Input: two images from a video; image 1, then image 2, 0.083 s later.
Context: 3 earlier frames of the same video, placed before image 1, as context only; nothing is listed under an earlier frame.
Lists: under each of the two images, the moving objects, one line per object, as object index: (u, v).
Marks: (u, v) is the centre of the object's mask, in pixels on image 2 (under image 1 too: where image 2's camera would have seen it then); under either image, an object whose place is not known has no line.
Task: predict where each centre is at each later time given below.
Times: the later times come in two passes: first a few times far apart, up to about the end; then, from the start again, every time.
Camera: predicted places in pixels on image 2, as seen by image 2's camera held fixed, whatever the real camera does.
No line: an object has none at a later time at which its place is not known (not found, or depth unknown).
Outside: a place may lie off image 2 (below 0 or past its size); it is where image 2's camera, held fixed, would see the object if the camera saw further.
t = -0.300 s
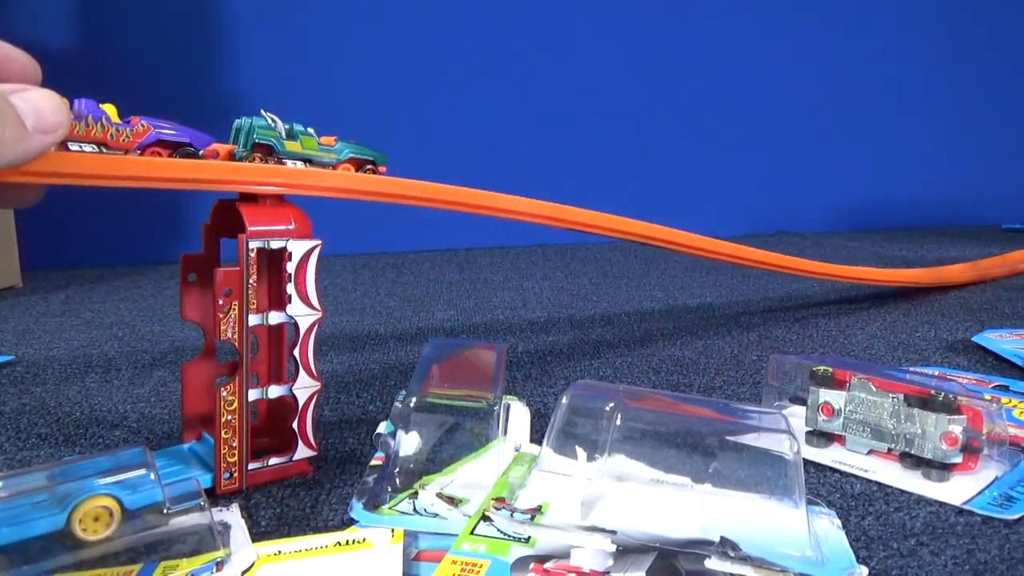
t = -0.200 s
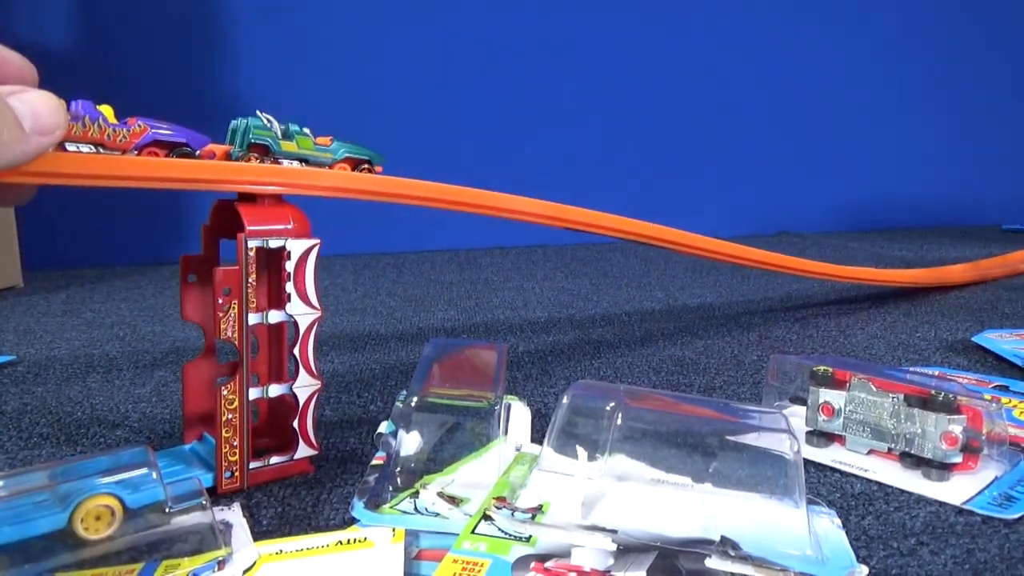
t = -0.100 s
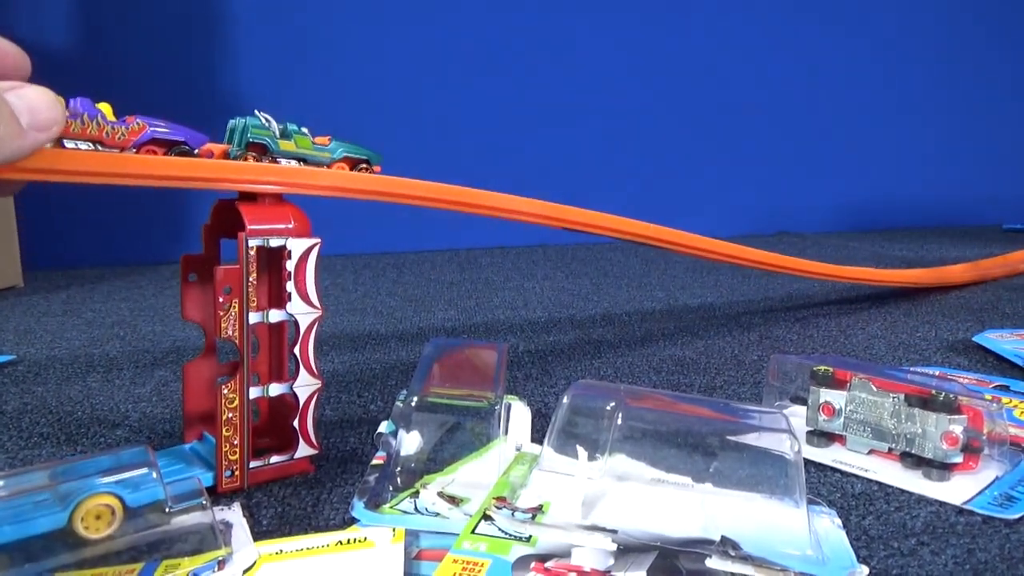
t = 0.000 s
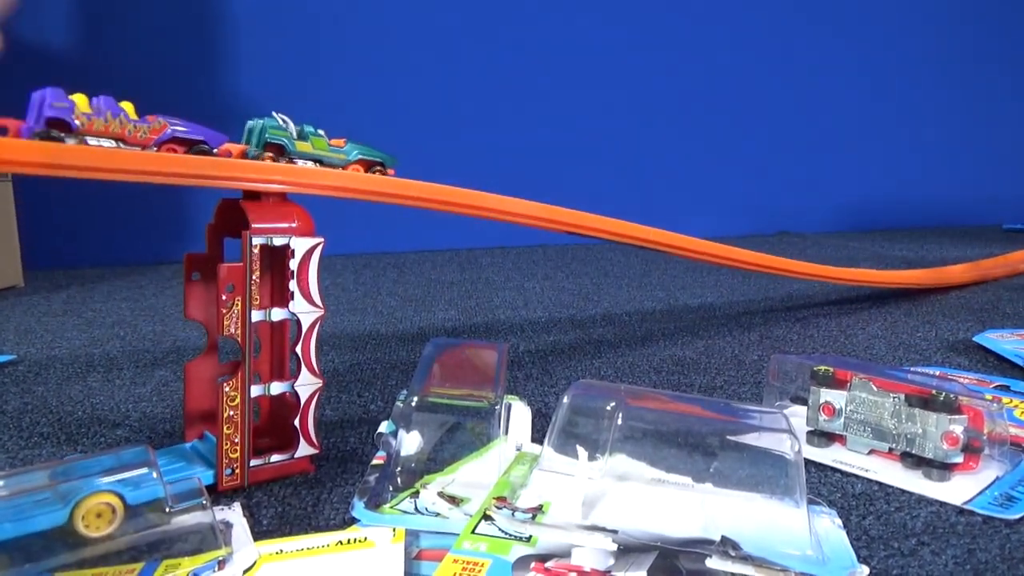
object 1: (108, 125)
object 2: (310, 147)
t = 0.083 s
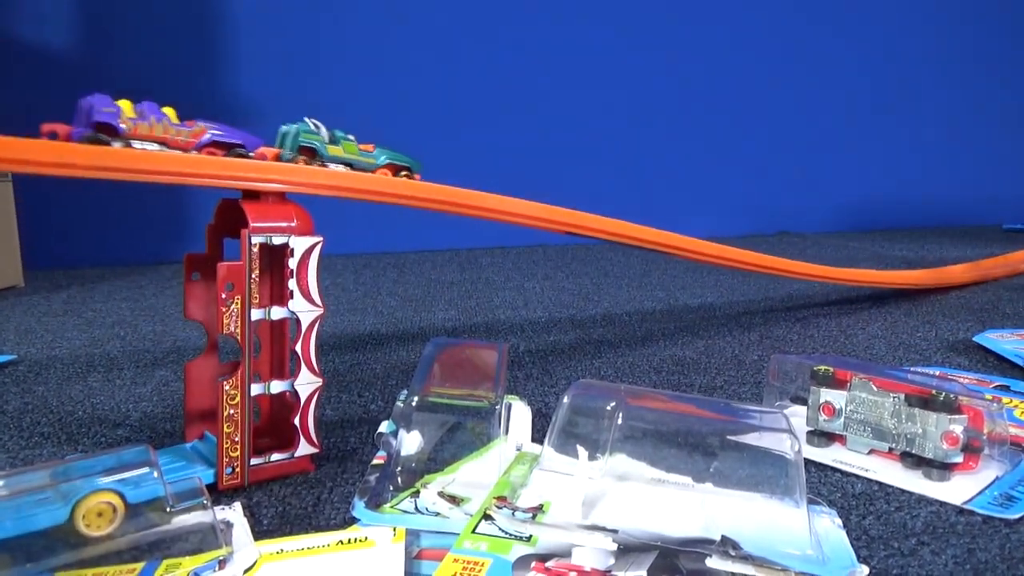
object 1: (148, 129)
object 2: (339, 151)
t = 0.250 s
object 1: (287, 144)
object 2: (440, 169)
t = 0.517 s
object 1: (612, 228)
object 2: (696, 250)
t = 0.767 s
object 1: (879, 277)
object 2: (926, 273)
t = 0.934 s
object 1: (991, 258)
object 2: (1015, 249)
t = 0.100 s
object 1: (159, 130)
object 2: (347, 152)
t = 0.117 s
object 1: (170, 131)
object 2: (355, 153)
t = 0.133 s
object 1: (182, 132)
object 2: (363, 155)
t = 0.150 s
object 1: (195, 133)
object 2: (373, 156)
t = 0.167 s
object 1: (208, 135)
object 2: (382, 158)
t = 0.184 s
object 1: (223, 136)
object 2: (393, 160)
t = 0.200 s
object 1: (239, 138)
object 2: (404, 162)
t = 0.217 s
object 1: (254, 140)
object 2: (415, 164)
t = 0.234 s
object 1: (271, 142)
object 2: (428, 167)
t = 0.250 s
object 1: (287, 144)
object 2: (440, 169)
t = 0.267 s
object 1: (305, 147)
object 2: (454, 172)
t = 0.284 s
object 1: (323, 149)
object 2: (468, 176)
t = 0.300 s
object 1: (342, 152)
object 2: (483, 180)
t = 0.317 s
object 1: (360, 156)
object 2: (497, 183)
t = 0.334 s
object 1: (380, 159)
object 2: (511, 188)
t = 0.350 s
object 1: (400, 164)
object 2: (527, 192)
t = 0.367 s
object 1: (421, 169)
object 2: (543, 196)
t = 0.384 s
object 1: (442, 173)
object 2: (559, 201)
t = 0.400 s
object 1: (464, 179)
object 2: (576, 207)
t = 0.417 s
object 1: (485, 185)
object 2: (592, 212)
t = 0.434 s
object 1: (505, 191)
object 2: (610, 219)
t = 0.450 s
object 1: (526, 198)
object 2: (627, 224)
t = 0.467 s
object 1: (548, 204)
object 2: (644, 231)
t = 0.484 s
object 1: (569, 212)
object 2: (660, 237)
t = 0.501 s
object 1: (592, 221)
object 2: (678, 244)
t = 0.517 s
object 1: (612, 228)
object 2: (696, 250)
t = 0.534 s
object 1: (634, 237)
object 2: (713, 256)
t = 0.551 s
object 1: (655, 244)
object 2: (732, 262)
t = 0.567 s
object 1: (675, 251)
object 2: (748, 267)
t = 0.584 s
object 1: (695, 258)
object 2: (765, 271)
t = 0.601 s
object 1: (714, 263)
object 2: (781, 275)
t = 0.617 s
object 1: (733, 268)
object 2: (797, 277)
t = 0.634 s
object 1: (752, 272)
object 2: (814, 279)
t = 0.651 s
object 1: (770, 275)
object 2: (829, 280)
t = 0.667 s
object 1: (786, 277)
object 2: (844, 280)
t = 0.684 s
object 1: (803, 278)
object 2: (859, 279)
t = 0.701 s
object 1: (820, 278)
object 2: (873, 279)
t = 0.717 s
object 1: (836, 278)
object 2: (887, 278)
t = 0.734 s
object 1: (850, 278)
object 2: (901, 276)
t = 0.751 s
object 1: (866, 278)
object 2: (915, 274)
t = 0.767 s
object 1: (879, 277)
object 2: (926, 273)
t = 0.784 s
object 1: (893, 277)
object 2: (937, 271)
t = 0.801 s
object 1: (905, 275)
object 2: (949, 269)
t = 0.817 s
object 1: (918, 273)
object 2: (961, 266)
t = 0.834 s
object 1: (931, 272)
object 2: (972, 263)
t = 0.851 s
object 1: (942, 269)
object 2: (982, 260)
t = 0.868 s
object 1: (952, 266)
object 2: (991, 258)
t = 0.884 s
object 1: (962, 264)
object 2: (1000, 256)
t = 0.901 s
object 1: (972, 262)
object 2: (1007, 254)
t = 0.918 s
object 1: (982, 260)
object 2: (1012, 252)
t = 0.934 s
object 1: (991, 258)
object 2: (1015, 249)
